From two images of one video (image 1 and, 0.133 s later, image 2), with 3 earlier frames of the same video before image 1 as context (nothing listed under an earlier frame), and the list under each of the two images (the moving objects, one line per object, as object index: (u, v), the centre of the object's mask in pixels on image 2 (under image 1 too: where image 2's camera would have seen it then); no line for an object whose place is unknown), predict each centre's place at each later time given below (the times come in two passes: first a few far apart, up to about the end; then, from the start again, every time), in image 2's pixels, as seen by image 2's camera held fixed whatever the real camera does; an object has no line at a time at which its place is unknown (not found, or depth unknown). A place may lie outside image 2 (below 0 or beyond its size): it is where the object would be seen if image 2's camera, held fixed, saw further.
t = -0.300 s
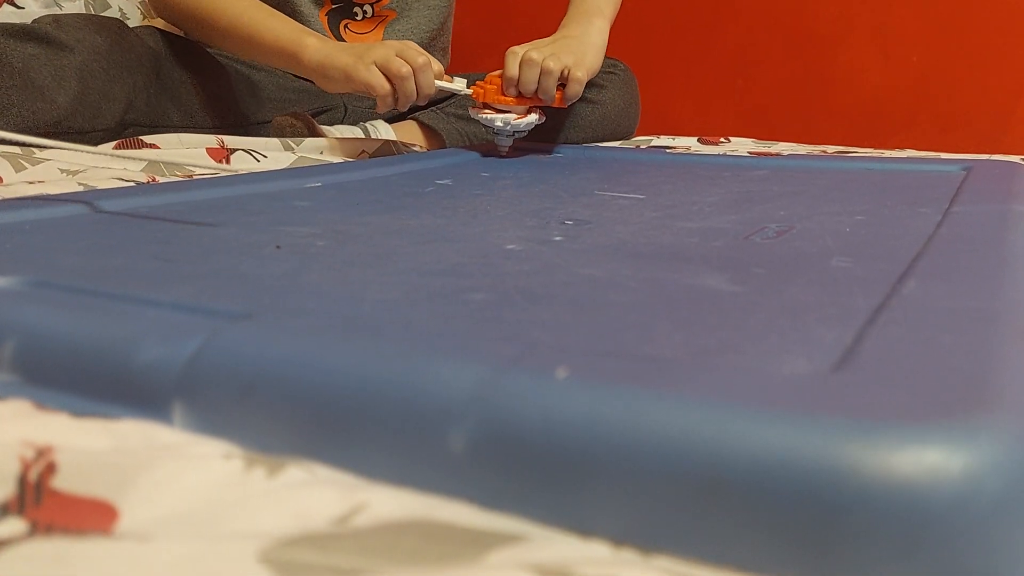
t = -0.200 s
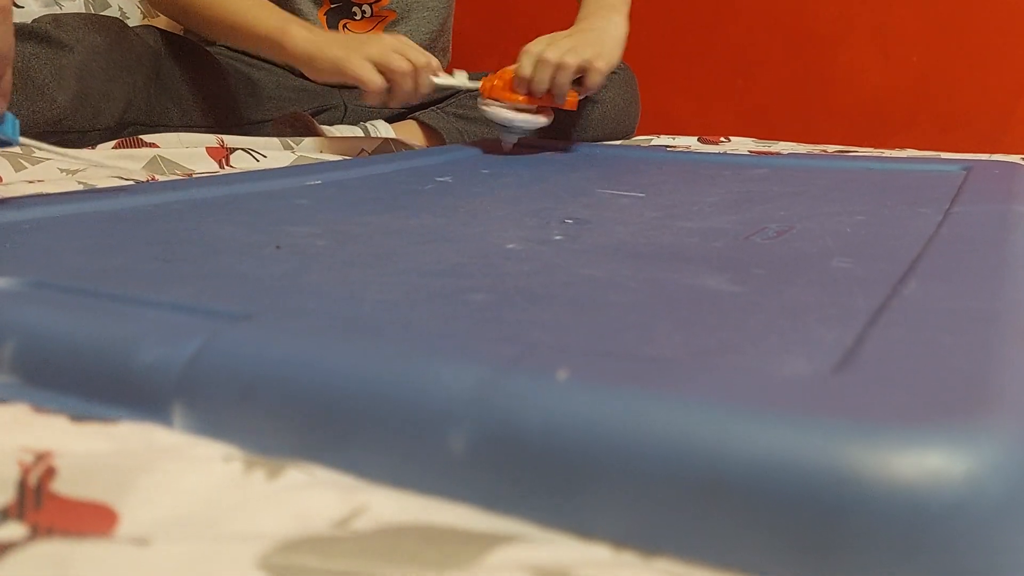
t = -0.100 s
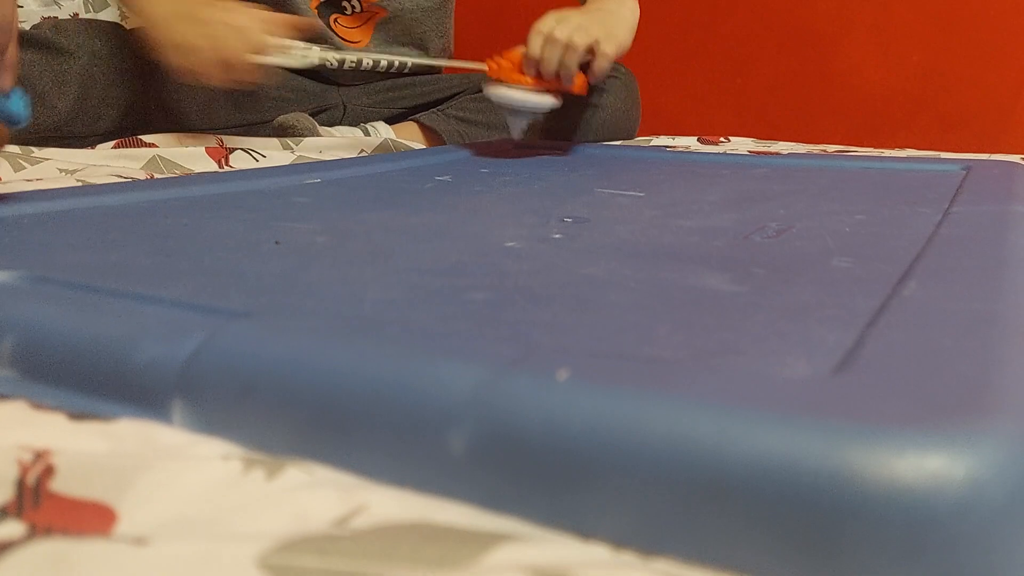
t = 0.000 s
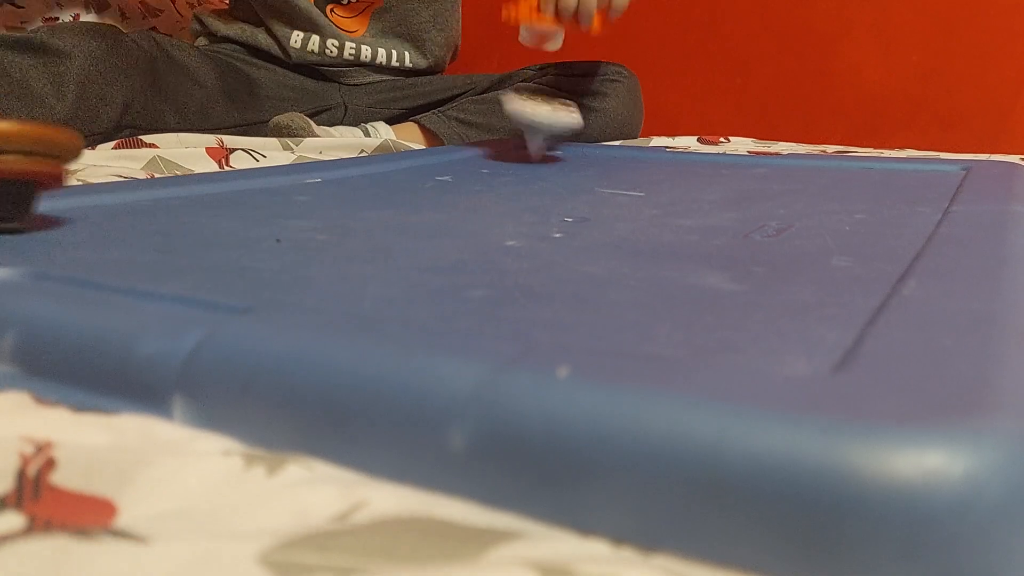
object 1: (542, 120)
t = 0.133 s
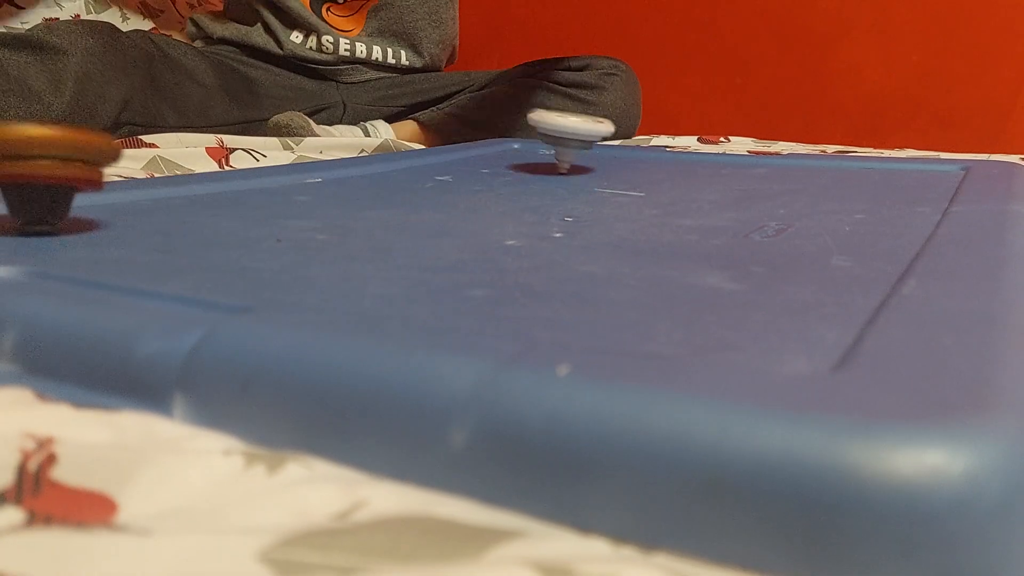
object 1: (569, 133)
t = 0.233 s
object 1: (582, 142)
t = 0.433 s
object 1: (602, 160)
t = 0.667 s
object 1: (600, 176)
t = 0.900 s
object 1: (544, 185)
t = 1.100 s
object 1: (487, 189)
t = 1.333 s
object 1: (428, 189)
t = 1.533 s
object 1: (394, 183)
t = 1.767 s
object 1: (373, 176)
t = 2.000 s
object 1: (372, 165)
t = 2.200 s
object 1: (380, 160)
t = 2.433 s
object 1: (402, 154)
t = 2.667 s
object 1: (414, 149)
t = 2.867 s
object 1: (415, 145)
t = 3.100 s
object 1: (408, 143)
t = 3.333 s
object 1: (407, 142)
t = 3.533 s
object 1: (408, 143)
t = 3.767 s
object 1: (406, 145)
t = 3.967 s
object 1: (393, 149)
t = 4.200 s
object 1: (384, 152)
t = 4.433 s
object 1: (390, 144)
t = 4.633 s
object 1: (409, 146)
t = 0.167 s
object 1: (574, 137)
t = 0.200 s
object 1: (578, 139)
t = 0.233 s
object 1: (582, 142)
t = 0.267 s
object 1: (586, 145)
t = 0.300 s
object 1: (590, 148)
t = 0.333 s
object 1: (594, 151)
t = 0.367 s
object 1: (596, 154)
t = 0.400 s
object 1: (600, 157)
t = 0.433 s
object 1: (602, 160)
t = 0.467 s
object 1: (603, 163)
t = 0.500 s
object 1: (605, 166)
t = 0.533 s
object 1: (606, 169)
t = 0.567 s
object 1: (606, 171)
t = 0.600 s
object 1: (606, 173)
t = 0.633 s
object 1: (604, 175)
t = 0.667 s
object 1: (600, 176)
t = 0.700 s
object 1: (594, 178)
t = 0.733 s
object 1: (588, 180)
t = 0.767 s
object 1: (580, 181)
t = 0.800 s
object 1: (571, 183)
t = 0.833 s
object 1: (563, 183)
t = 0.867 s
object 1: (554, 185)
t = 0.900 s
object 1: (544, 185)
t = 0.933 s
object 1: (534, 186)
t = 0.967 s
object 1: (525, 187)
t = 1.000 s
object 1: (515, 187)
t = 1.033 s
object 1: (505, 188)
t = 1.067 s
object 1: (496, 188)
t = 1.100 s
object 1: (487, 189)
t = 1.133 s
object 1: (478, 189)
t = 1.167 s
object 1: (469, 190)
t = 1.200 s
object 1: (459, 189)
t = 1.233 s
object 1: (450, 188)
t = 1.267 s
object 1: (443, 189)
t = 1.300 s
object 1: (436, 189)
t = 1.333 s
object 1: (428, 189)
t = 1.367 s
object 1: (421, 187)
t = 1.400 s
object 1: (415, 186)
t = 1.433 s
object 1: (409, 185)
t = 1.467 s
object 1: (403, 184)
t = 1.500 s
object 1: (398, 183)
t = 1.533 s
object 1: (394, 183)
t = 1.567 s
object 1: (391, 182)
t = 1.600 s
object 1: (385, 180)
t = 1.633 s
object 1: (382, 179)
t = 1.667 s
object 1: (379, 179)
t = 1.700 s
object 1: (377, 178)
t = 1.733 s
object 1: (375, 177)
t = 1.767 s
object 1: (373, 176)
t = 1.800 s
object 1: (373, 176)
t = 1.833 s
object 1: (373, 175)
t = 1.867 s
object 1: (372, 174)
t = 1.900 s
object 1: (372, 172)
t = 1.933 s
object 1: (373, 171)
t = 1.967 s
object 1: (372, 168)
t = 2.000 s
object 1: (372, 165)
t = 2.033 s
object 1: (374, 165)
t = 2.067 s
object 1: (375, 164)
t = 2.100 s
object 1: (375, 164)
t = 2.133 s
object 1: (376, 163)
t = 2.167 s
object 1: (378, 162)
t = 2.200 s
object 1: (380, 160)
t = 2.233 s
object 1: (382, 159)
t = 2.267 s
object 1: (385, 158)
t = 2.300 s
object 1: (388, 157)
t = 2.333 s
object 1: (393, 156)
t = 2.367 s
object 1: (397, 155)
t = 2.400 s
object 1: (399, 154)
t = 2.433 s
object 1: (402, 154)
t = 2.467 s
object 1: (404, 153)
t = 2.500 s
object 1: (407, 152)
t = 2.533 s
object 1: (409, 151)
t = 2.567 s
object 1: (411, 151)
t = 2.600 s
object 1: (413, 150)
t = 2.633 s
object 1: (413, 150)
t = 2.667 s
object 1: (414, 149)
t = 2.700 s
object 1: (415, 148)
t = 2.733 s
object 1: (415, 148)
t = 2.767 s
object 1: (416, 147)
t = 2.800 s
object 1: (416, 146)
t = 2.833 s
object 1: (416, 146)
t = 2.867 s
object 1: (415, 145)
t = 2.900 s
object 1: (415, 145)
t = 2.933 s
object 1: (413, 144)
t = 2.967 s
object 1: (412, 144)
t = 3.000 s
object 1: (412, 144)
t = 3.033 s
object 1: (410, 143)
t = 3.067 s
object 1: (410, 143)
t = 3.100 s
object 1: (408, 143)
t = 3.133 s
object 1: (408, 142)
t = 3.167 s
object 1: (407, 142)
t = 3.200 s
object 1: (407, 142)
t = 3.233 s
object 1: (407, 142)
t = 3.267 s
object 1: (407, 142)
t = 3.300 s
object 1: (407, 142)
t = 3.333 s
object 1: (407, 142)
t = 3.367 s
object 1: (408, 142)
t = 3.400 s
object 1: (408, 142)
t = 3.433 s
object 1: (407, 142)
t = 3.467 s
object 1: (408, 142)
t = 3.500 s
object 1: (408, 143)
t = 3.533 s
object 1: (408, 143)
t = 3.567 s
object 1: (407, 143)
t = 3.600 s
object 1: (407, 143)
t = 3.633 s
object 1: (407, 144)
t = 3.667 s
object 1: (407, 144)
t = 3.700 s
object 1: (406, 144)
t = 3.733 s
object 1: (406, 144)
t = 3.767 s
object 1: (406, 145)
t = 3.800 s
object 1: (407, 145)
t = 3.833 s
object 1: (404, 146)
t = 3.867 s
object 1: (400, 147)
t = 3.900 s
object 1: (398, 149)
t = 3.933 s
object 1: (395, 149)
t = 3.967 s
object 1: (393, 149)
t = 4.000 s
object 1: (391, 150)
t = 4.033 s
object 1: (390, 151)
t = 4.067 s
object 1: (389, 152)
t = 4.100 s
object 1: (388, 152)
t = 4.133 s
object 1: (387, 152)
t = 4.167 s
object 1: (385, 152)
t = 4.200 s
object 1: (384, 152)
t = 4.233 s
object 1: (384, 152)
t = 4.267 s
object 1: (383, 151)
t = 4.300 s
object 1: (384, 149)
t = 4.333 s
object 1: (385, 148)
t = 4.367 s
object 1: (386, 146)
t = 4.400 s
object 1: (388, 145)
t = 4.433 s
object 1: (390, 144)
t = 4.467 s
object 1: (393, 143)
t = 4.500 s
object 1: (396, 143)
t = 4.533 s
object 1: (399, 143)
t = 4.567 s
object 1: (402, 144)
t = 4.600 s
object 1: (405, 145)
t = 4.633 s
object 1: (409, 146)
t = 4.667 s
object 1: (412, 147)
